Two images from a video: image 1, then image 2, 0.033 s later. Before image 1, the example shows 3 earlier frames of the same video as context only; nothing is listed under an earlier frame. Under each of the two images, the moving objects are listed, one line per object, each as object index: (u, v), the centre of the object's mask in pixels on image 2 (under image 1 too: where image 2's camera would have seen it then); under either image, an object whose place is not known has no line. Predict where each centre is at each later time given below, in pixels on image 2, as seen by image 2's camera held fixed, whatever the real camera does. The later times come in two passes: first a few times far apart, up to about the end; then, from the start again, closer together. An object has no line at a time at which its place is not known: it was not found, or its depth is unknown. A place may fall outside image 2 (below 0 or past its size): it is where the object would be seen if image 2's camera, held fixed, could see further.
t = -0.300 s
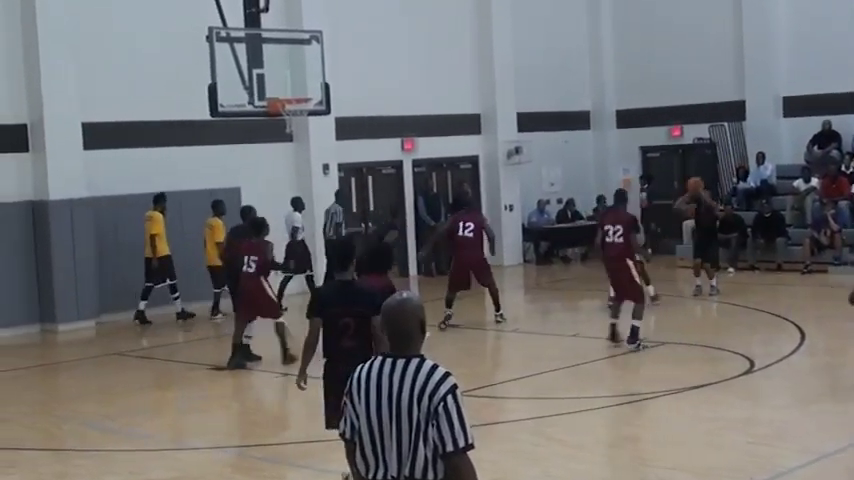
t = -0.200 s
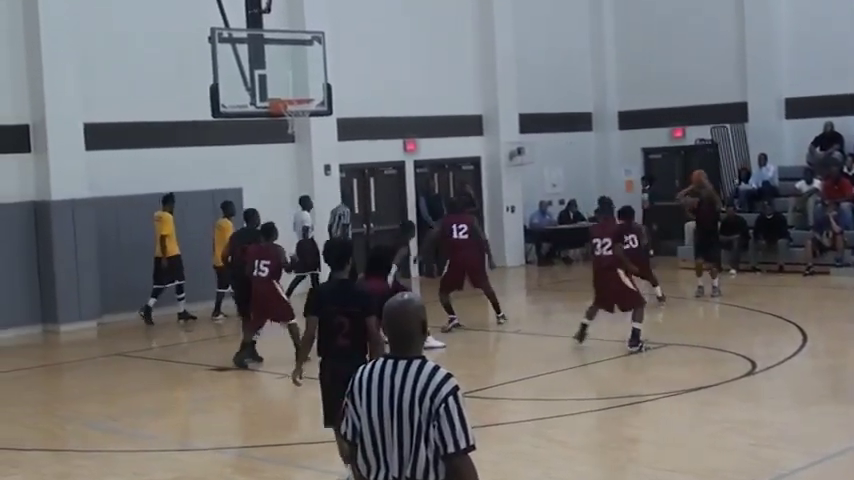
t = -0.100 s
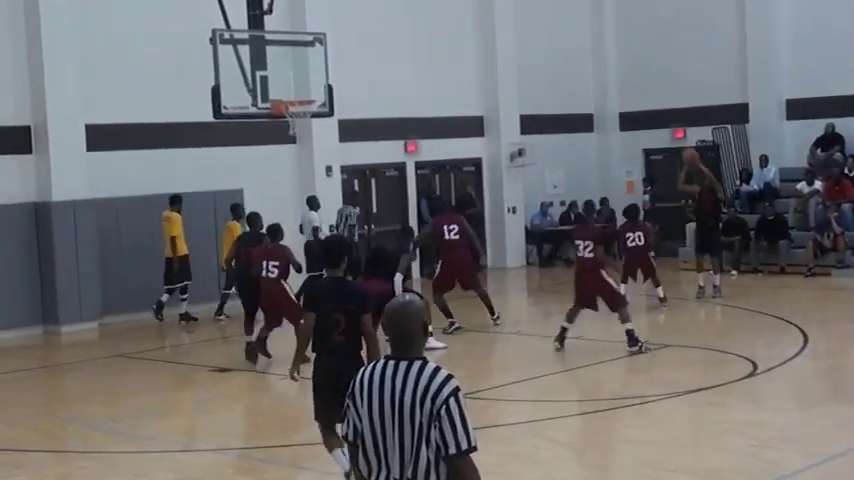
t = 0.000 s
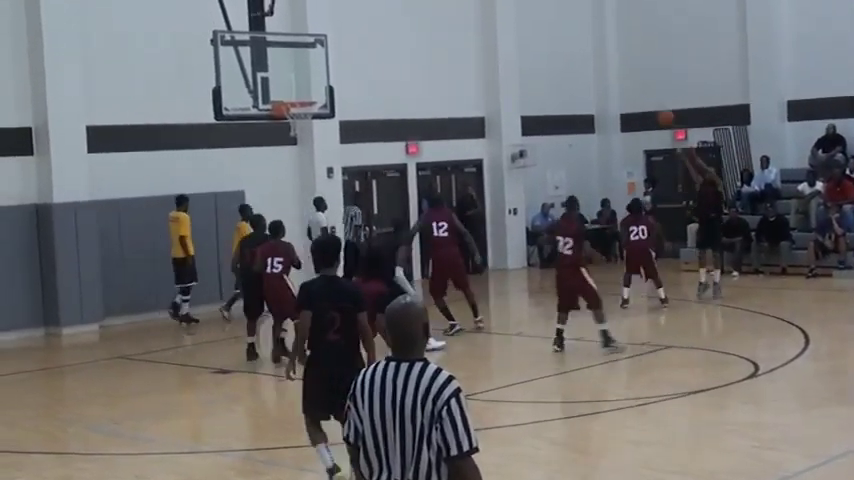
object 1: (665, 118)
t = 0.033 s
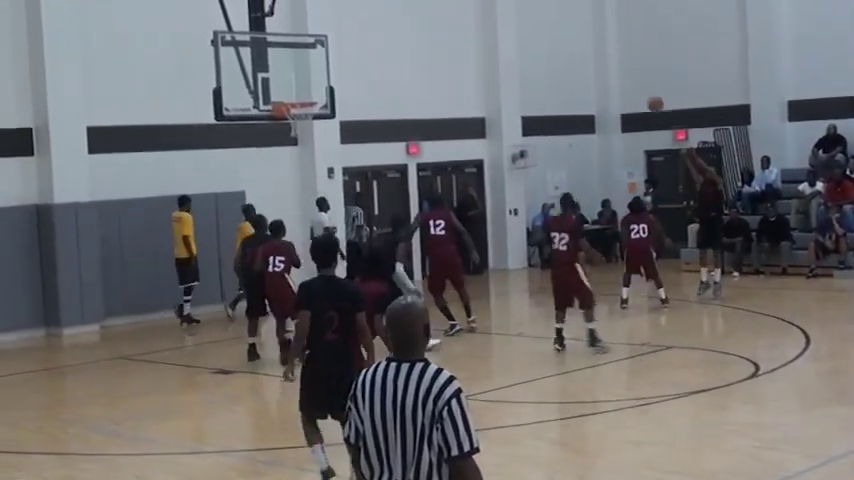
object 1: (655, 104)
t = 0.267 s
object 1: (585, 27)
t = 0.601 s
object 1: (481, -17)
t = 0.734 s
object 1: (440, -20)
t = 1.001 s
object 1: (353, 24)
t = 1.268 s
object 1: (295, 84)
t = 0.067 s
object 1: (645, 91)
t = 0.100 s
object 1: (635, 79)
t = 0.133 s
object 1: (625, 67)
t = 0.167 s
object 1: (615, 56)
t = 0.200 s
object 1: (605, 45)
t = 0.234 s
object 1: (595, 36)
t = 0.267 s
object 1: (585, 27)
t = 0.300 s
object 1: (575, 19)
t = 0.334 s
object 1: (565, 11)
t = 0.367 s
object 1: (555, 5)
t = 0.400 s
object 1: (544, 1)
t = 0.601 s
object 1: (481, -17)
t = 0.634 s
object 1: (471, -19)
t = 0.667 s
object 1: (461, -20)
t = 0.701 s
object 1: (450, -20)
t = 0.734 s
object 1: (440, -20)
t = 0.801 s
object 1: (419, -15)
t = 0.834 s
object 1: (409, -11)
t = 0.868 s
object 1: (398, -6)
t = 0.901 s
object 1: (387, 0)
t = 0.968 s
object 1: (366, 15)
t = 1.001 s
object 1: (353, 24)
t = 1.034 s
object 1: (342, 33)
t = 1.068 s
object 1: (333, 44)
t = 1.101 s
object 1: (321, 55)
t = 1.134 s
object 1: (310, 67)
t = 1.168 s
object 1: (299, 81)
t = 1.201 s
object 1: (288, 94)
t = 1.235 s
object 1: (290, 92)
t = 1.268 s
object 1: (295, 84)
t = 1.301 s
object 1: (301, 78)
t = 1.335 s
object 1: (306, 72)
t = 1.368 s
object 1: (311, 66)
